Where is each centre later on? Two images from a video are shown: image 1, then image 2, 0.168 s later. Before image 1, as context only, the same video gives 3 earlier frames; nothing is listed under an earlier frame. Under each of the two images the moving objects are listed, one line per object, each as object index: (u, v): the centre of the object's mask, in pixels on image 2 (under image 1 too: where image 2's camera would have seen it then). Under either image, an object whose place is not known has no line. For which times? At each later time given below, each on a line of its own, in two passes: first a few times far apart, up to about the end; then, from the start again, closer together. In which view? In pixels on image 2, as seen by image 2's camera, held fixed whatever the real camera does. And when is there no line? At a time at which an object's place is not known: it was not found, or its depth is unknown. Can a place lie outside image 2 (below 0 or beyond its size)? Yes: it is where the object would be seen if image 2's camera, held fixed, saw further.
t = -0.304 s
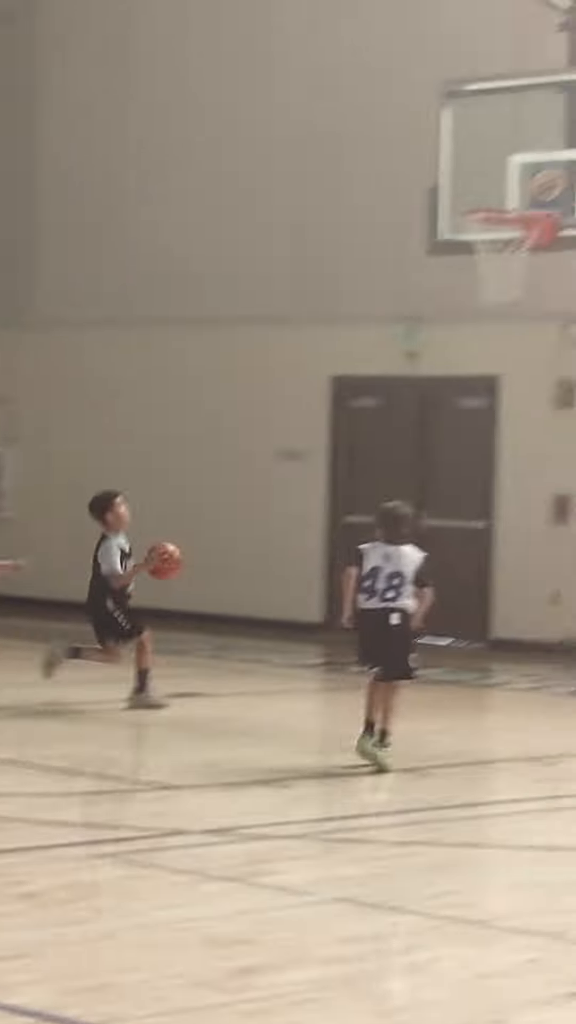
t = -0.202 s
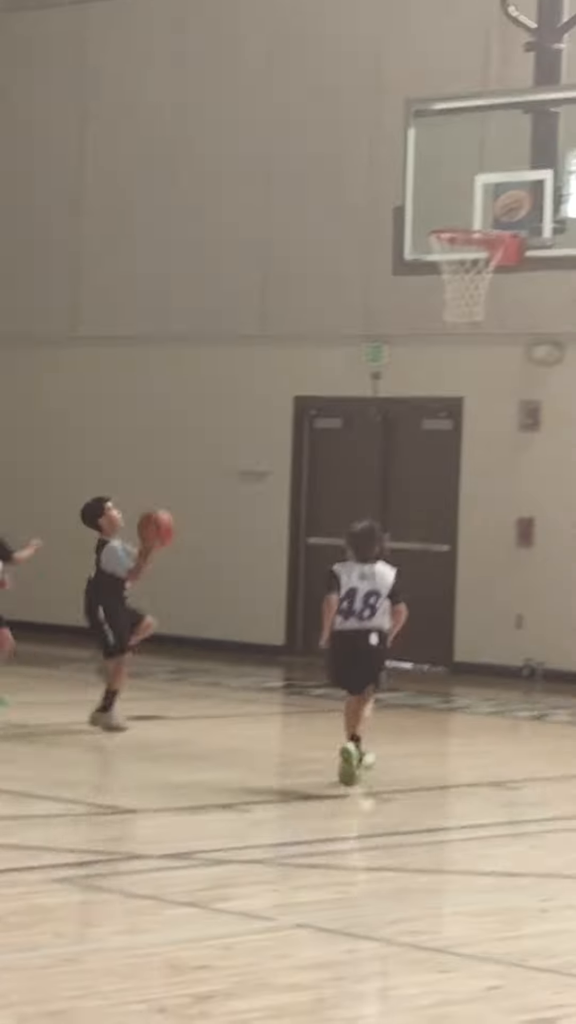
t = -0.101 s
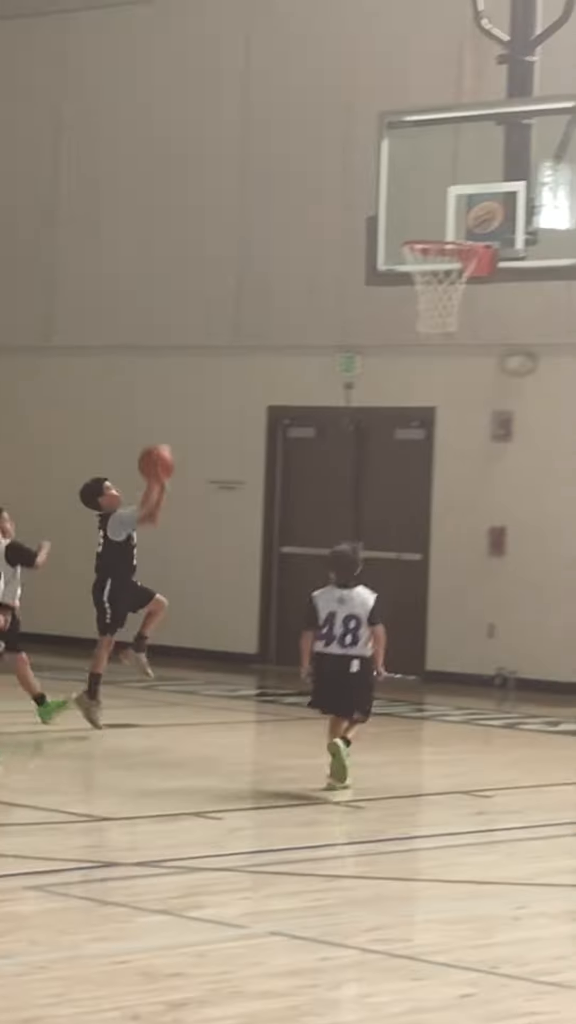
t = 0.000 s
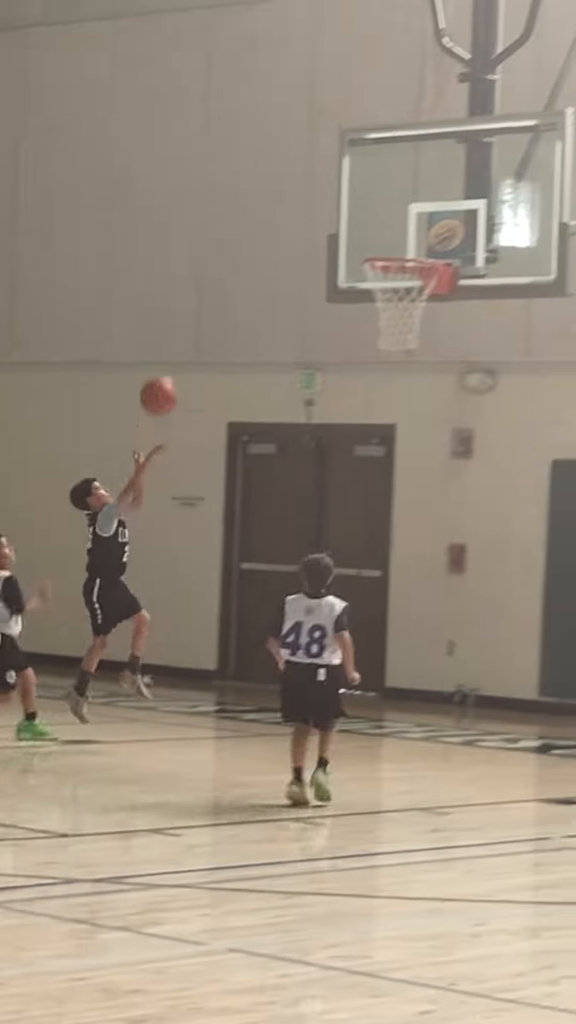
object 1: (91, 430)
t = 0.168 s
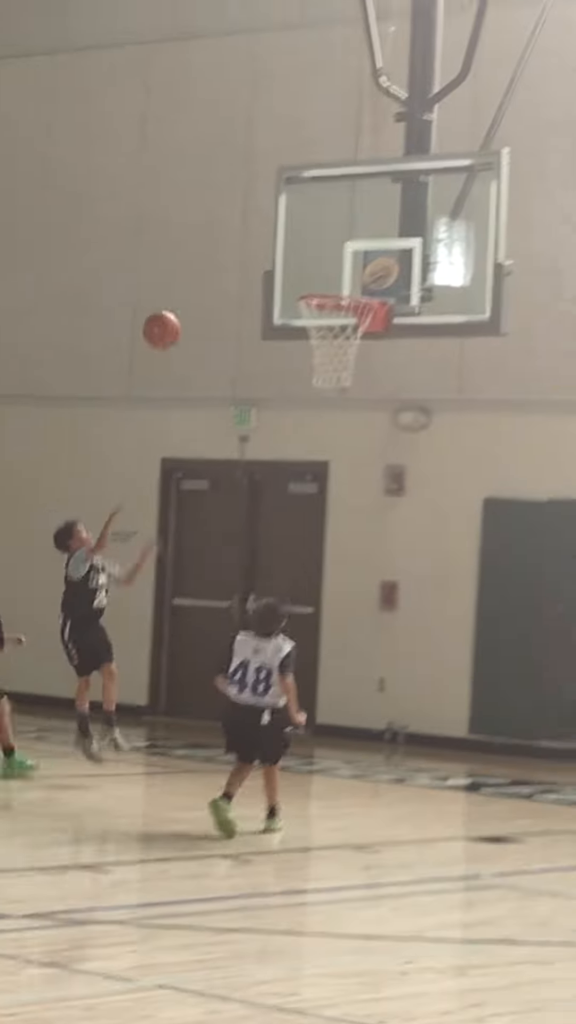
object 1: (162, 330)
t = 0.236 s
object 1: (188, 302)
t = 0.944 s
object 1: (240, 374)
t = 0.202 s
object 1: (175, 315)
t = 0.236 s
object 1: (188, 302)
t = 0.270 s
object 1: (201, 292)
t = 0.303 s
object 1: (213, 283)
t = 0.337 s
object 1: (226, 276)
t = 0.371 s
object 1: (238, 270)
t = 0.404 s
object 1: (249, 267)
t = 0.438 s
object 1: (262, 266)
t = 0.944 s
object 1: (240, 374)
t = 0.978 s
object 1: (231, 392)
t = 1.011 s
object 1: (221, 411)
